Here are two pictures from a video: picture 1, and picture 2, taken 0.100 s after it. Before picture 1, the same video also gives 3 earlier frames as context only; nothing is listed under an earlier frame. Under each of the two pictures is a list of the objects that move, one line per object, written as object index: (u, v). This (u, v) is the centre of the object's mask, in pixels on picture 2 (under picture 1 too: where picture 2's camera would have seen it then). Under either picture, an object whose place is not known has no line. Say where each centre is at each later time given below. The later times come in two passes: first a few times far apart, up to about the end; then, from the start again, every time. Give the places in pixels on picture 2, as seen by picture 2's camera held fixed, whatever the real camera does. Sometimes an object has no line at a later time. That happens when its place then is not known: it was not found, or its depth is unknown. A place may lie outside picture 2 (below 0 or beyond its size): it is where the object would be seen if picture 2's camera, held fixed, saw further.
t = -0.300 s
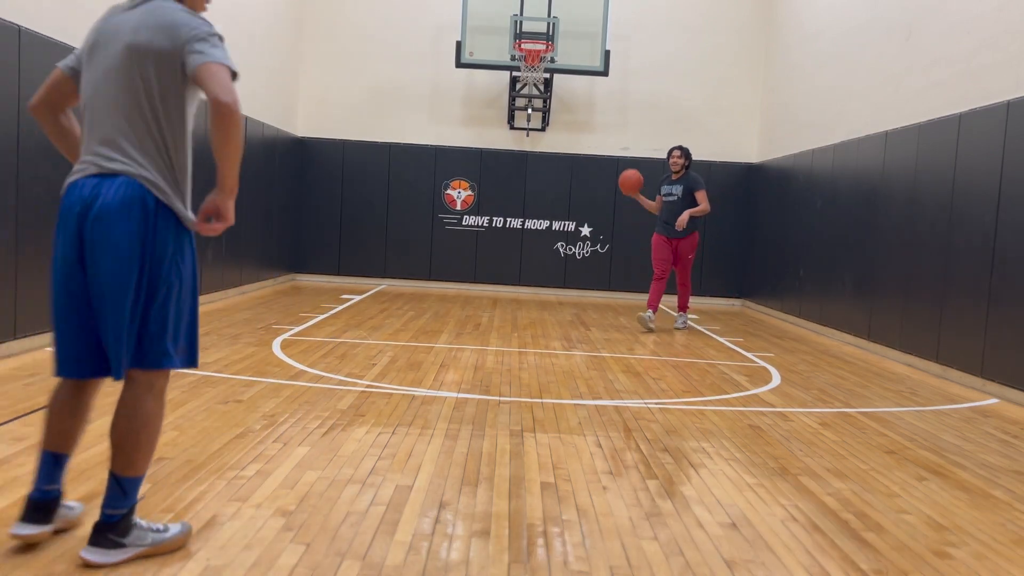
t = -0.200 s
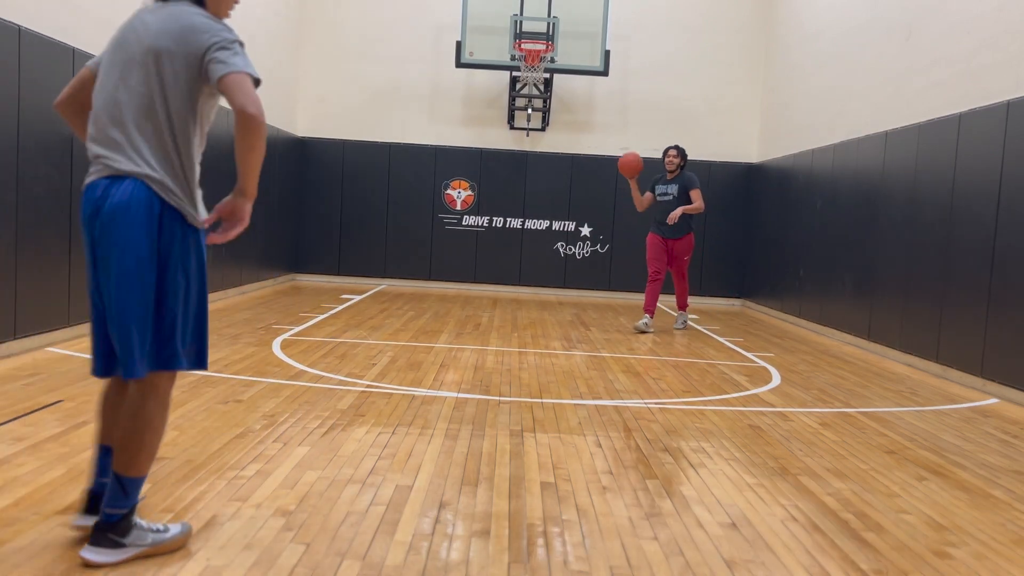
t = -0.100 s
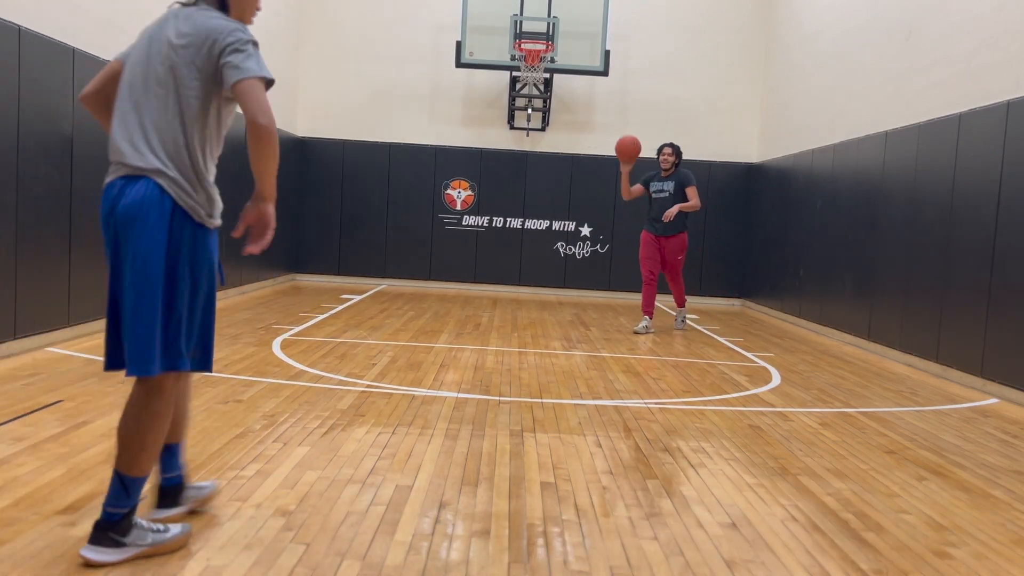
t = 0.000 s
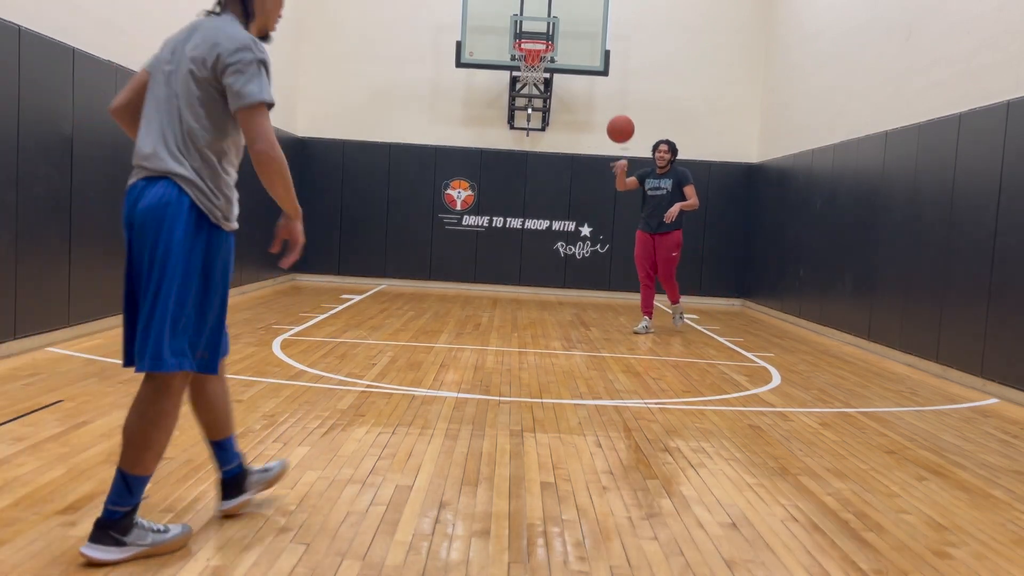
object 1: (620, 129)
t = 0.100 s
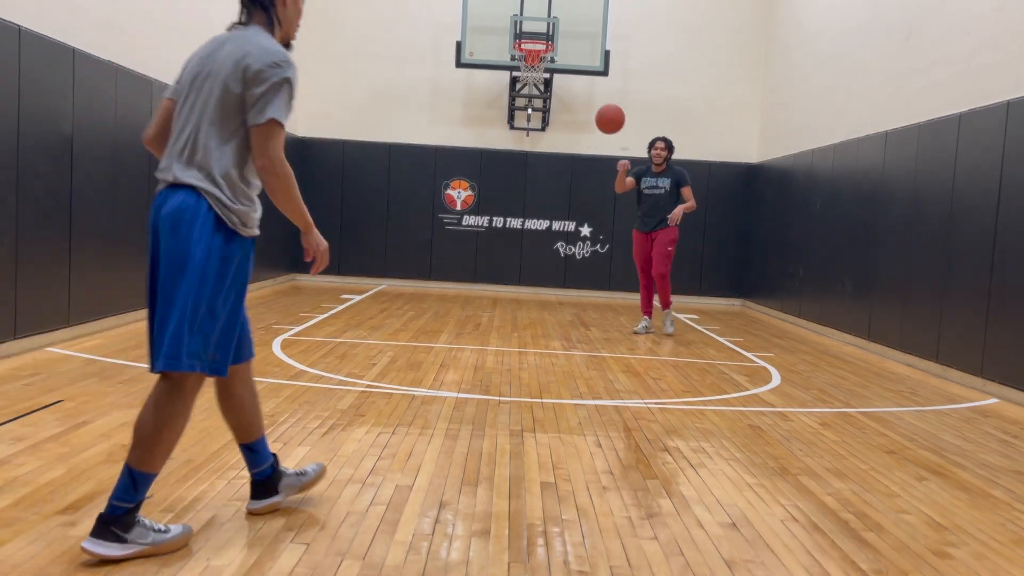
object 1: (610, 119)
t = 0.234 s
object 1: (592, 123)
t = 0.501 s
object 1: (537, 225)
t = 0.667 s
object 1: (484, 384)
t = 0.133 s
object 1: (606, 118)
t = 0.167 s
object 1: (602, 118)
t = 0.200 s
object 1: (597, 120)
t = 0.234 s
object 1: (592, 123)
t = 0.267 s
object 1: (587, 129)
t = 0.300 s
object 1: (581, 136)
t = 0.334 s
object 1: (575, 146)
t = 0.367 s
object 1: (568, 157)
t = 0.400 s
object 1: (562, 170)
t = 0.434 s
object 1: (554, 185)
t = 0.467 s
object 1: (547, 201)
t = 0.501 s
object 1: (537, 225)
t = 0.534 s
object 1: (528, 252)
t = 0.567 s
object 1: (519, 273)
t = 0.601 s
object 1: (508, 306)
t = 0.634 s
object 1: (497, 343)
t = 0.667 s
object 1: (484, 384)
